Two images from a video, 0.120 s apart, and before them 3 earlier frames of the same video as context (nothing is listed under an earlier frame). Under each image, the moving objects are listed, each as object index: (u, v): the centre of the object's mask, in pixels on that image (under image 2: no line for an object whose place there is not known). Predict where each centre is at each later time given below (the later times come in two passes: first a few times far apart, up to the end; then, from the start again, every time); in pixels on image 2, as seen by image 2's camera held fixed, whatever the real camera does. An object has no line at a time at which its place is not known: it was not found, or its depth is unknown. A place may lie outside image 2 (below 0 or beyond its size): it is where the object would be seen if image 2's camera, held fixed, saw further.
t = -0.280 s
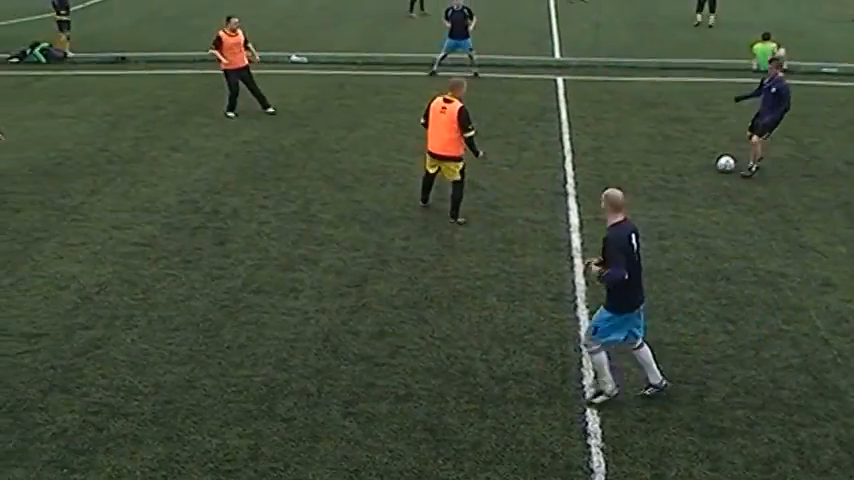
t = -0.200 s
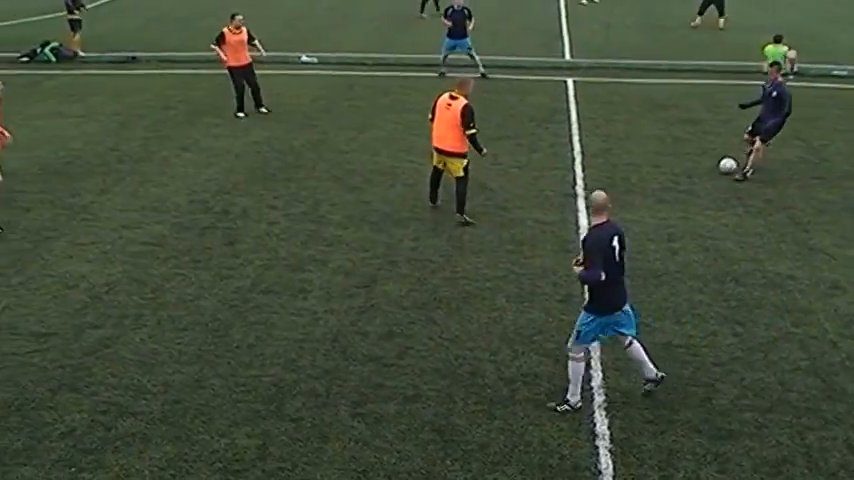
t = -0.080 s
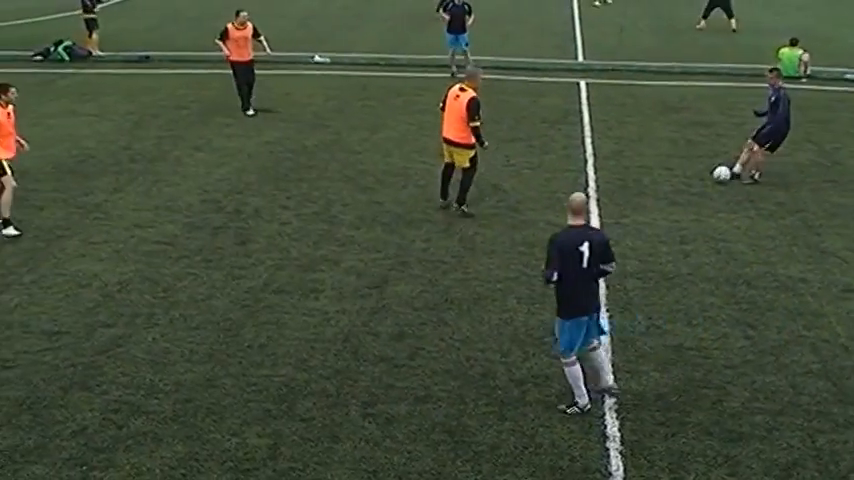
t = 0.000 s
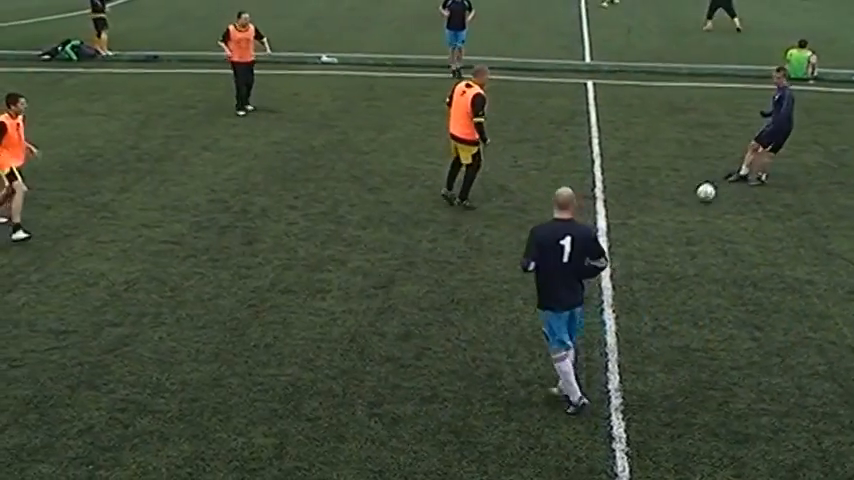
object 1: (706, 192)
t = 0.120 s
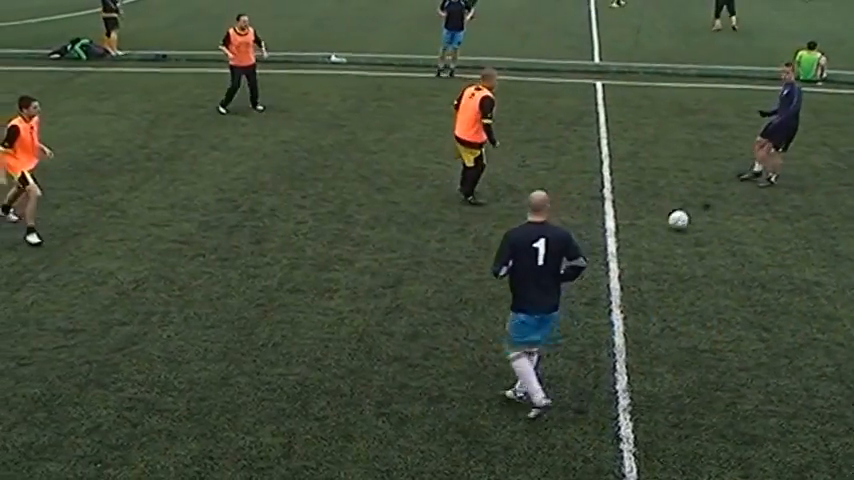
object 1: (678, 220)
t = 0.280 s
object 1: (627, 253)
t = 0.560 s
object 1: (525, 323)
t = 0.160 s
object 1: (665, 230)
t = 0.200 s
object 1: (653, 237)
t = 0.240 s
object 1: (640, 244)
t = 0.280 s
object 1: (627, 253)
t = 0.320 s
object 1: (612, 265)
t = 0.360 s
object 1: (598, 277)
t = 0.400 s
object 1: (584, 282)
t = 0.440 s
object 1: (571, 289)
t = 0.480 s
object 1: (556, 298)
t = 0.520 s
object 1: (541, 309)
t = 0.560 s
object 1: (525, 323)
